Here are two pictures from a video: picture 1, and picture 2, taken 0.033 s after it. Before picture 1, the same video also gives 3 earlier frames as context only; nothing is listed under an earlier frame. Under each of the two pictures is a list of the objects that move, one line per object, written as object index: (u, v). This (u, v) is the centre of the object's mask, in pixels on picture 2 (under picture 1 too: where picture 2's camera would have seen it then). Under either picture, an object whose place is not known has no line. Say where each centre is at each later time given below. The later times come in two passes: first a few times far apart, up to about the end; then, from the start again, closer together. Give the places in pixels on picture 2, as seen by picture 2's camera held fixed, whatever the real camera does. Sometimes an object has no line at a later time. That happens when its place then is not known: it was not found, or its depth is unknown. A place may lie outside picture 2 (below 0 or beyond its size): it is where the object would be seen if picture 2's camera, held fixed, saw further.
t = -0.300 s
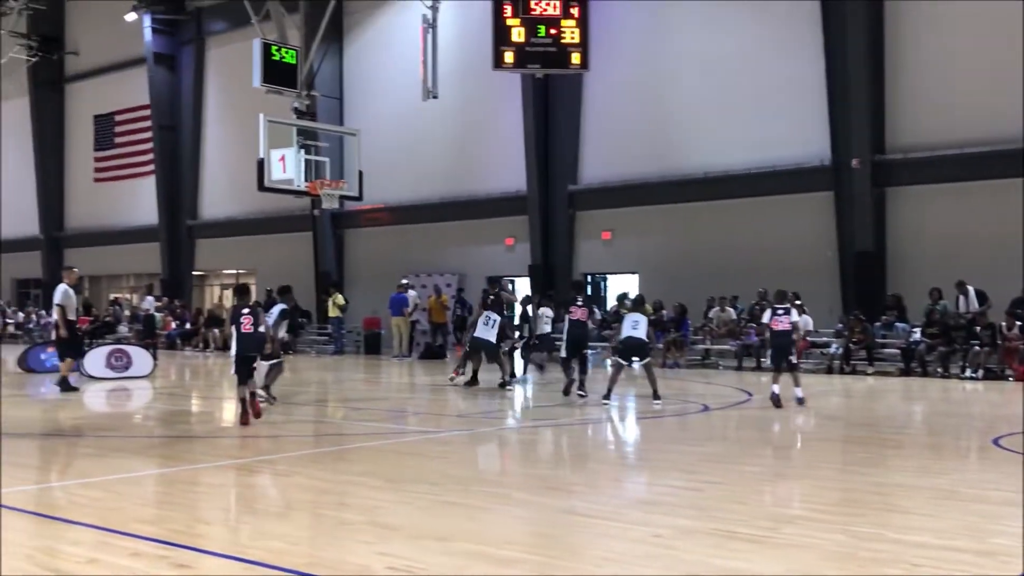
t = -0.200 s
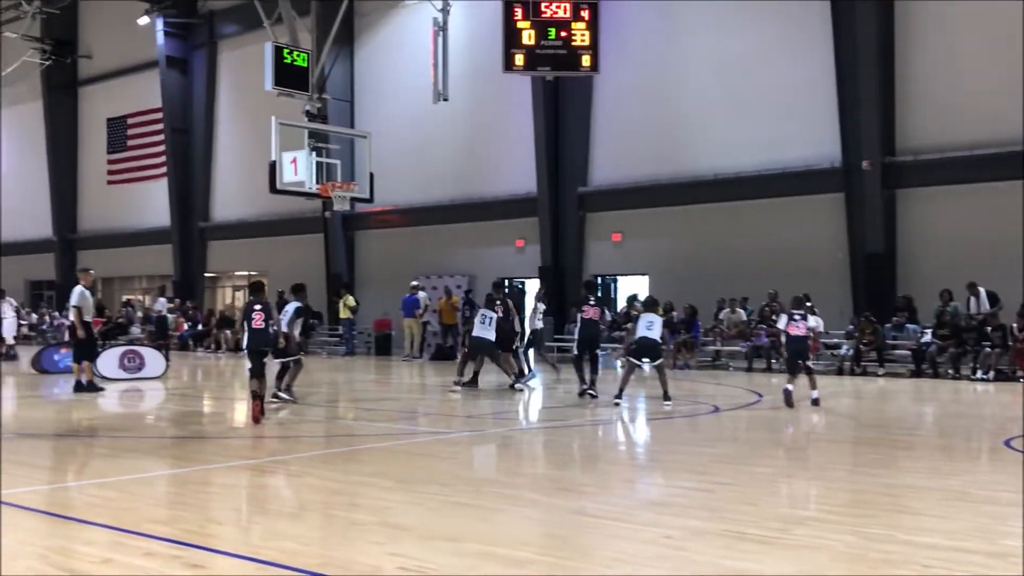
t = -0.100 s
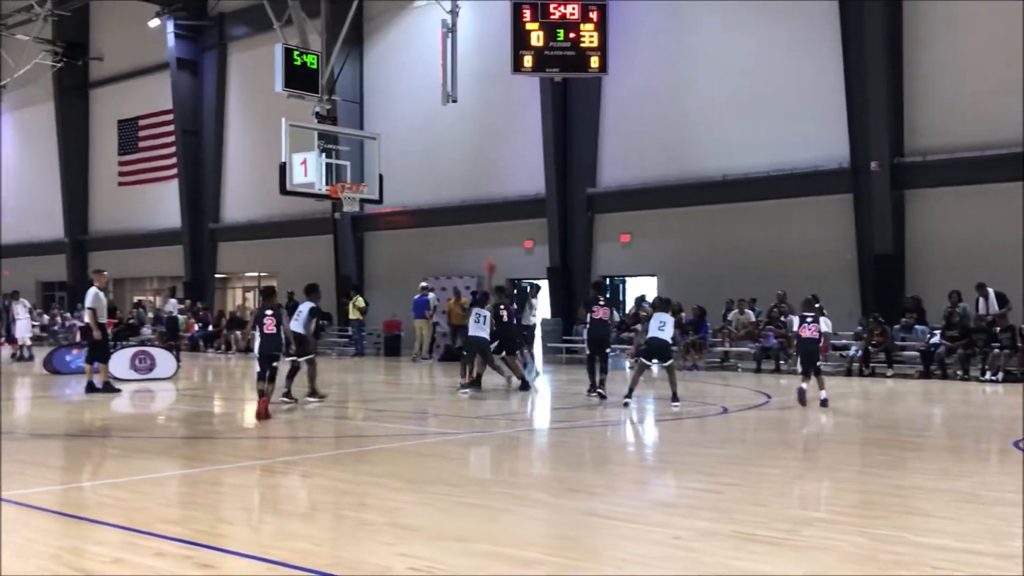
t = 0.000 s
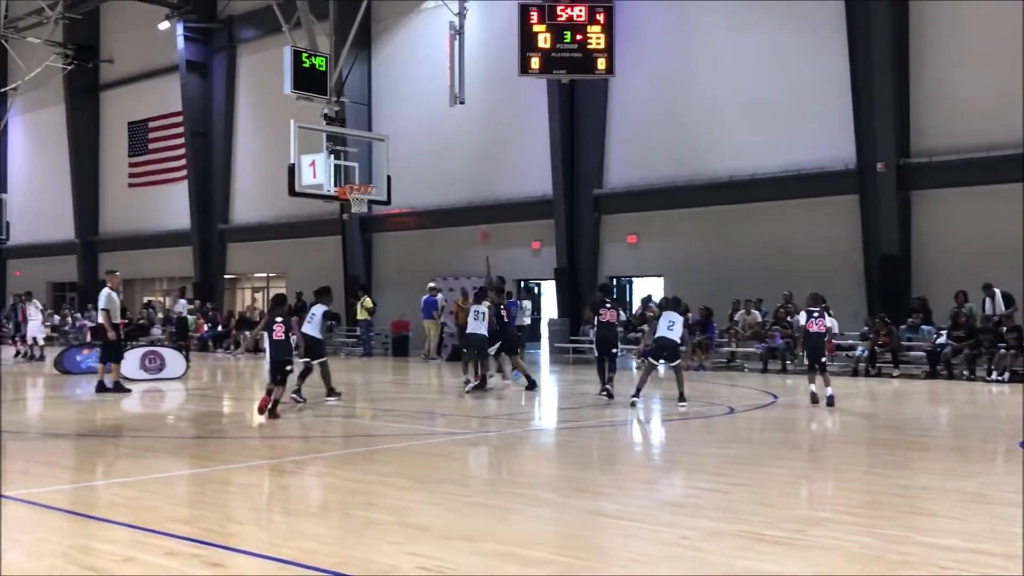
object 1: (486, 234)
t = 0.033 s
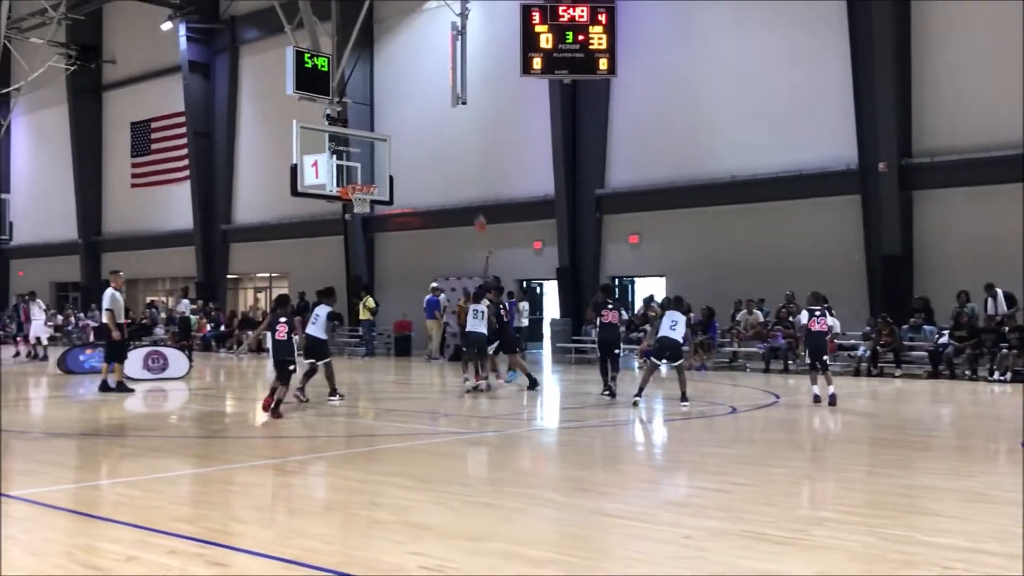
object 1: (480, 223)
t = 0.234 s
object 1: (449, 177)
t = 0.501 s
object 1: (406, 149)
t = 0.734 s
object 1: (367, 160)
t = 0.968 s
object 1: (341, 173)
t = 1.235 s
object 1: (326, 172)
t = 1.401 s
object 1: (316, 196)
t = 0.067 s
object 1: (474, 215)
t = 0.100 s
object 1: (470, 208)
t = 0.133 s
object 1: (464, 197)
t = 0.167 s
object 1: (460, 190)
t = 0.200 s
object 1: (454, 184)
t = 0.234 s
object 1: (449, 177)
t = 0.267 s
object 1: (444, 171)
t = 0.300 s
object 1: (439, 166)
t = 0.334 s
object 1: (433, 162)
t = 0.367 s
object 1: (428, 158)
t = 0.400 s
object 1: (422, 155)
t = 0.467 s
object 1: (412, 150)
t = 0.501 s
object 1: (406, 149)
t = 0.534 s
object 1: (401, 149)
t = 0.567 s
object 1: (395, 149)
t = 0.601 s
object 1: (390, 150)
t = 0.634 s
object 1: (384, 151)
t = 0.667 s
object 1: (379, 154)
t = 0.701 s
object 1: (374, 157)
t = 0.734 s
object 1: (367, 160)
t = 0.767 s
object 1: (362, 163)
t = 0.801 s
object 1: (356, 170)
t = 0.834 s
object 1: (351, 173)
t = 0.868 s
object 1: (347, 179)
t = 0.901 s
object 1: (346, 178)
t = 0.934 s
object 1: (343, 175)
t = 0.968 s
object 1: (341, 173)
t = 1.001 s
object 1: (339, 169)
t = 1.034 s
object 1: (337, 168)
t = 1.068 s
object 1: (336, 167)
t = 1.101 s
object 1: (334, 167)
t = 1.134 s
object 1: (331, 166)
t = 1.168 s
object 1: (330, 167)
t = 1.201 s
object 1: (328, 169)
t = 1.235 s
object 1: (326, 172)
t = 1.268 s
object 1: (324, 175)
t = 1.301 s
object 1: (322, 179)
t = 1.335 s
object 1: (319, 184)
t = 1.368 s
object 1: (318, 190)
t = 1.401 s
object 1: (316, 196)
